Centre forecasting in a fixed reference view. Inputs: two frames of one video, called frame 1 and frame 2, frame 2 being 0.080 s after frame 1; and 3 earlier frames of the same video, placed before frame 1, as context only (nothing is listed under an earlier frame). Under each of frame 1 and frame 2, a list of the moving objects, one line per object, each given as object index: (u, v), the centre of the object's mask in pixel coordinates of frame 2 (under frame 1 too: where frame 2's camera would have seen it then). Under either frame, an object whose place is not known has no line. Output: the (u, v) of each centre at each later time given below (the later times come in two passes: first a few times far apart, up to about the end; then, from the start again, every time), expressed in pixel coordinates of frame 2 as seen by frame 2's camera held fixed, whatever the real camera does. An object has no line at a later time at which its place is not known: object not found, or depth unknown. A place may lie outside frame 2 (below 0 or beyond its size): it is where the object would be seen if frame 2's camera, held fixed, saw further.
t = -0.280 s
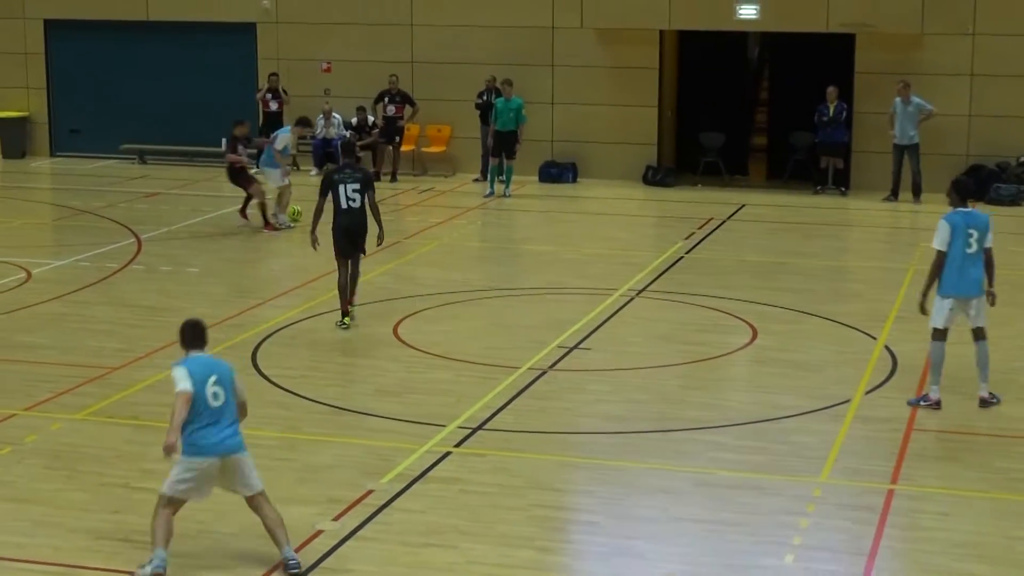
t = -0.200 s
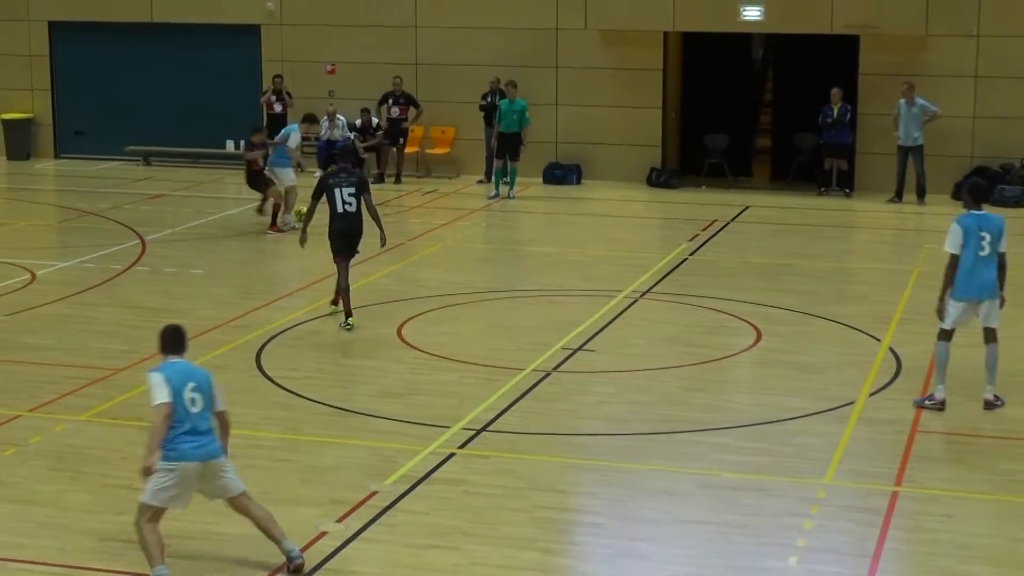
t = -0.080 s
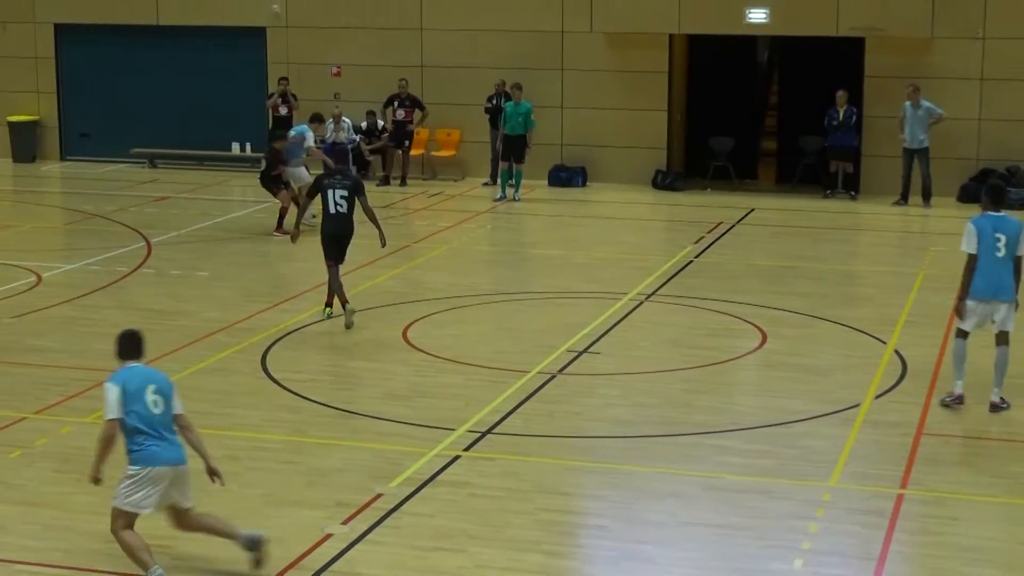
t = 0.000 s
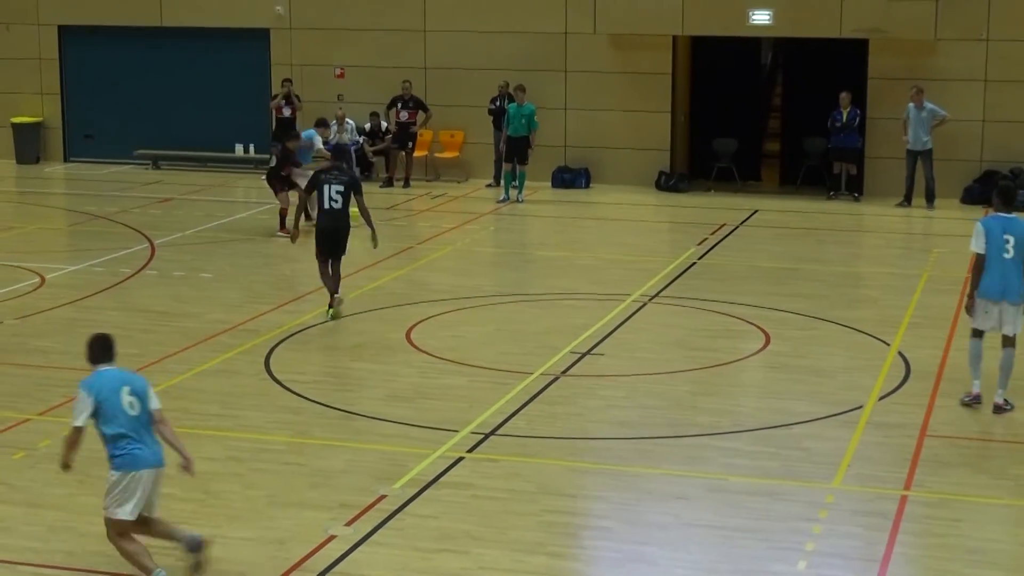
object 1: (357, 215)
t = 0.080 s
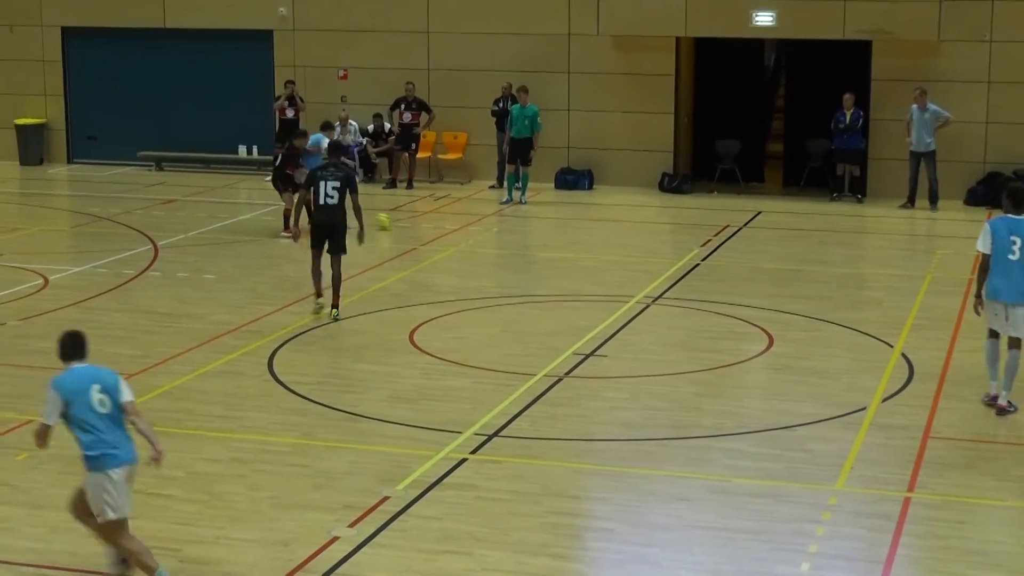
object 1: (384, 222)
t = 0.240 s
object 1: (424, 225)
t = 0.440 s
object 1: (467, 227)
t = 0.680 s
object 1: (515, 229)
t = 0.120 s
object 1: (394, 222)
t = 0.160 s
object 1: (405, 223)
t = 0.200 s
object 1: (415, 224)
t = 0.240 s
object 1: (424, 225)
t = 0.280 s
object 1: (435, 226)
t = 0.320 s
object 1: (444, 225)
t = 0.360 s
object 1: (452, 227)
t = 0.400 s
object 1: (460, 227)
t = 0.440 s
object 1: (467, 227)
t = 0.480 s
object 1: (476, 228)
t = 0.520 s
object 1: (484, 228)
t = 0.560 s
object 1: (491, 228)
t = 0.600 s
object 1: (500, 229)
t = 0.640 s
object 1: (506, 229)
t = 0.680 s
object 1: (515, 229)
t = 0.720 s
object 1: (522, 229)
